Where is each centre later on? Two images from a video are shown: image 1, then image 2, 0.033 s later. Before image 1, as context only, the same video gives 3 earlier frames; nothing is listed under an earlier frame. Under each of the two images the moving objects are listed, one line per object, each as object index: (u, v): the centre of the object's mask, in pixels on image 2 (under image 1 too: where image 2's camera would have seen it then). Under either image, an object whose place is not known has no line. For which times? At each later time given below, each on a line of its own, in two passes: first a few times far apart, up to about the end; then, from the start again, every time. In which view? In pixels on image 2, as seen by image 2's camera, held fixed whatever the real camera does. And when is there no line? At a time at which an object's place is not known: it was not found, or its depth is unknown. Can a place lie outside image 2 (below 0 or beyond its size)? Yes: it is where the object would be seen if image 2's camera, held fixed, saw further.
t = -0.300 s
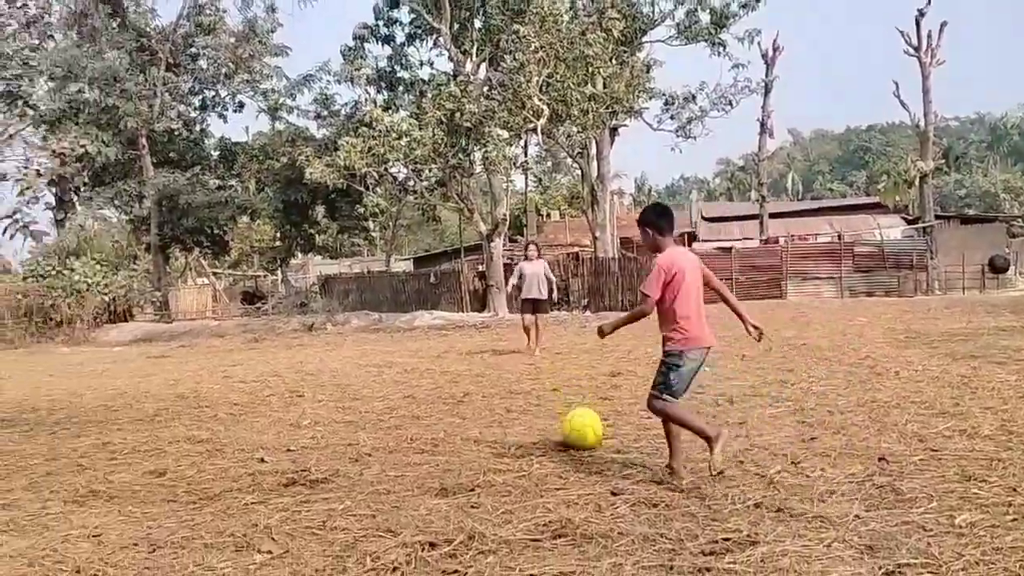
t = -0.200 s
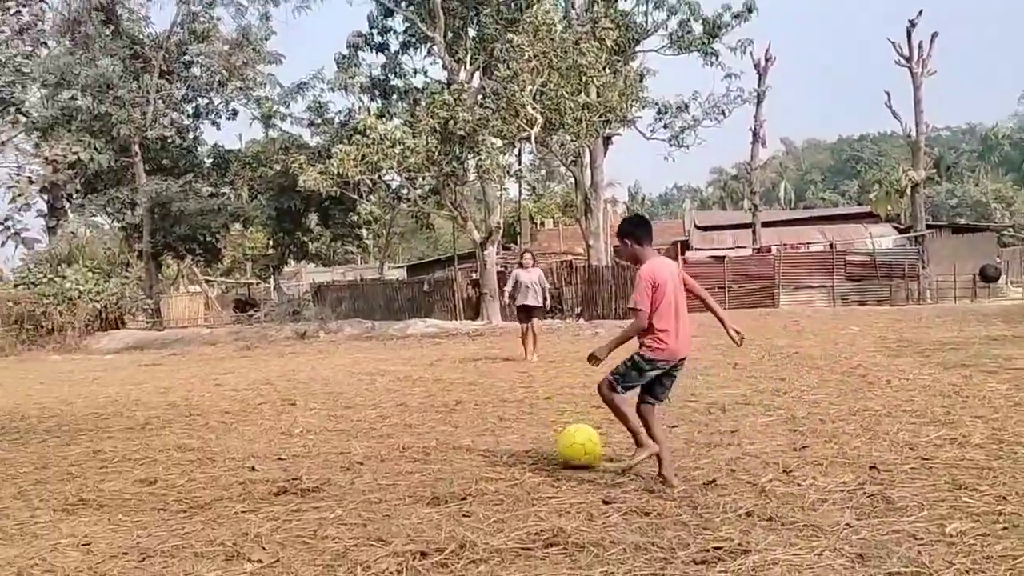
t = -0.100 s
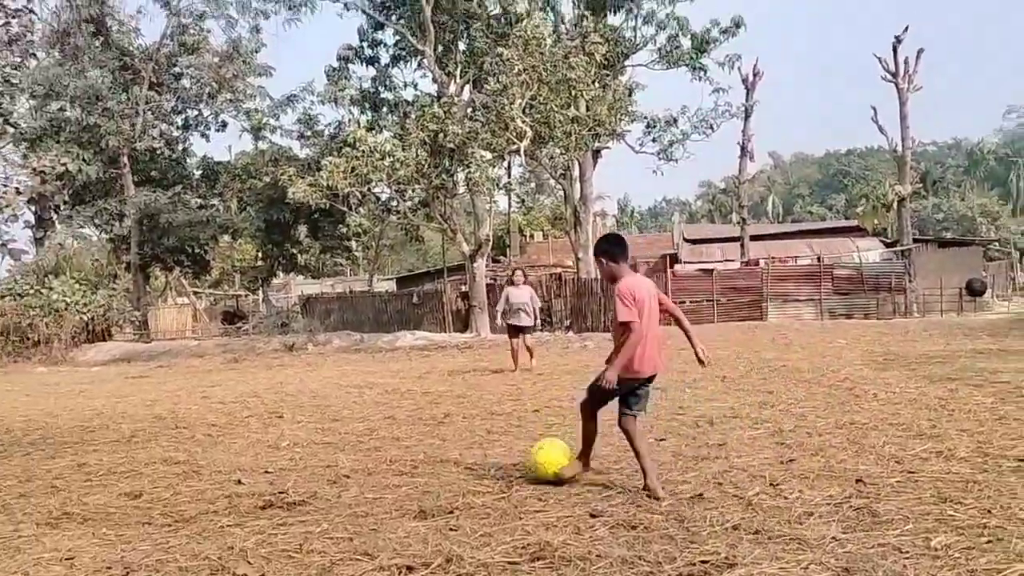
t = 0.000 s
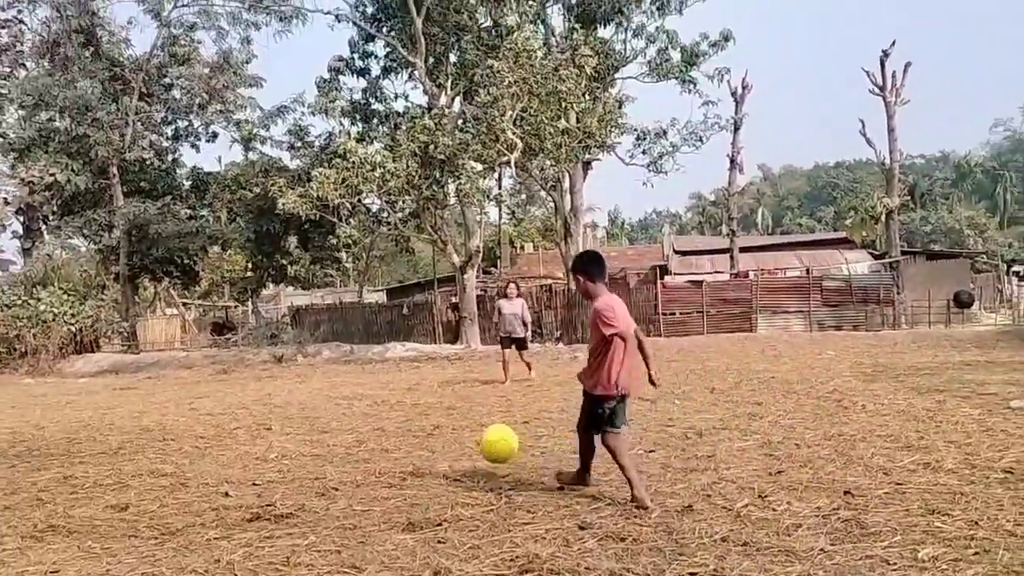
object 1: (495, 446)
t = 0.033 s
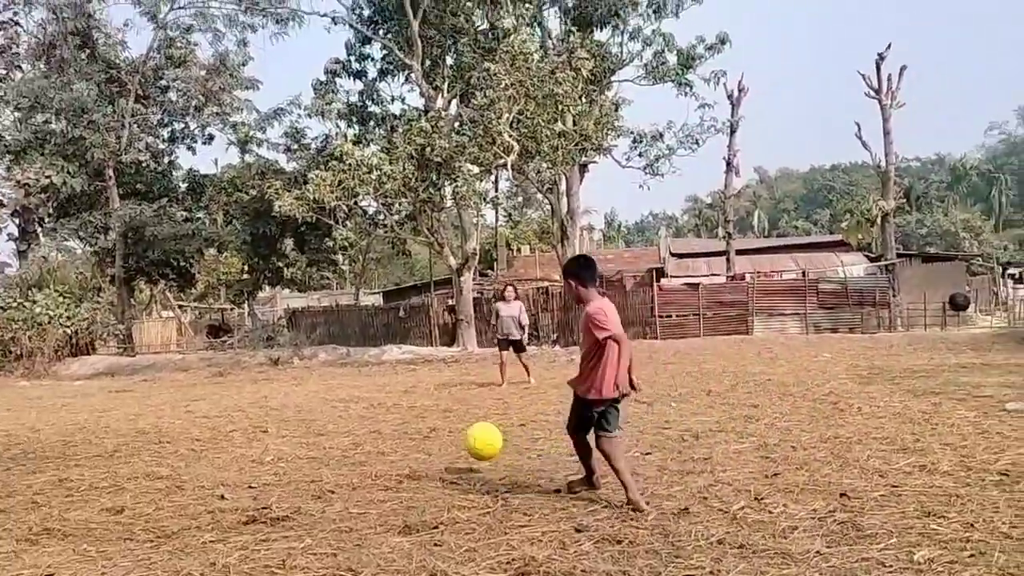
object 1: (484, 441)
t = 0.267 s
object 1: (423, 427)
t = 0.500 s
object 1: (386, 424)
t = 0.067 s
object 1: (473, 438)
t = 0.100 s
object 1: (463, 437)
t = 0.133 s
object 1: (453, 438)
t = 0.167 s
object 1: (444, 440)
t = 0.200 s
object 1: (437, 439)
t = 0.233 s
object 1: (429, 433)
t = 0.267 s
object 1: (423, 427)
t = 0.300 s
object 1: (418, 423)
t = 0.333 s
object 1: (412, 421)
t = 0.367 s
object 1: (407, 420)
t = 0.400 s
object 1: (401, 421)
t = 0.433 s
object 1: (397, 423)
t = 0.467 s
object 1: (391, 426)
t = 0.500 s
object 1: (386, 424)
